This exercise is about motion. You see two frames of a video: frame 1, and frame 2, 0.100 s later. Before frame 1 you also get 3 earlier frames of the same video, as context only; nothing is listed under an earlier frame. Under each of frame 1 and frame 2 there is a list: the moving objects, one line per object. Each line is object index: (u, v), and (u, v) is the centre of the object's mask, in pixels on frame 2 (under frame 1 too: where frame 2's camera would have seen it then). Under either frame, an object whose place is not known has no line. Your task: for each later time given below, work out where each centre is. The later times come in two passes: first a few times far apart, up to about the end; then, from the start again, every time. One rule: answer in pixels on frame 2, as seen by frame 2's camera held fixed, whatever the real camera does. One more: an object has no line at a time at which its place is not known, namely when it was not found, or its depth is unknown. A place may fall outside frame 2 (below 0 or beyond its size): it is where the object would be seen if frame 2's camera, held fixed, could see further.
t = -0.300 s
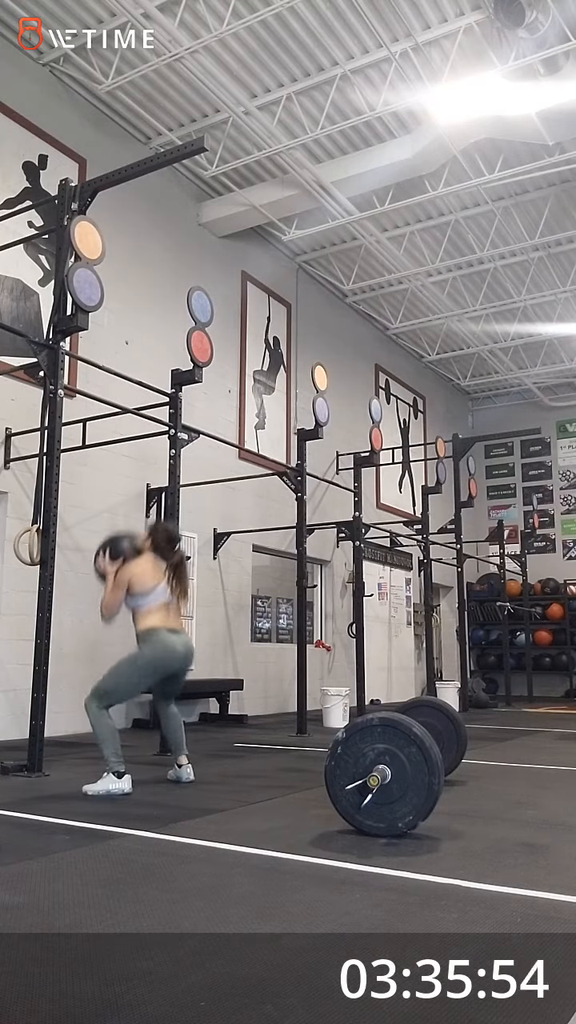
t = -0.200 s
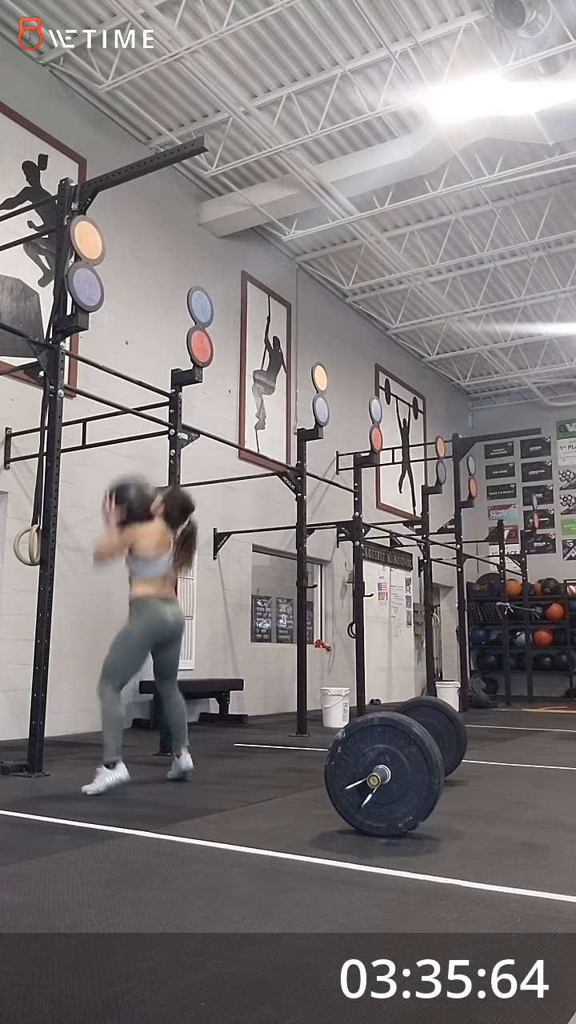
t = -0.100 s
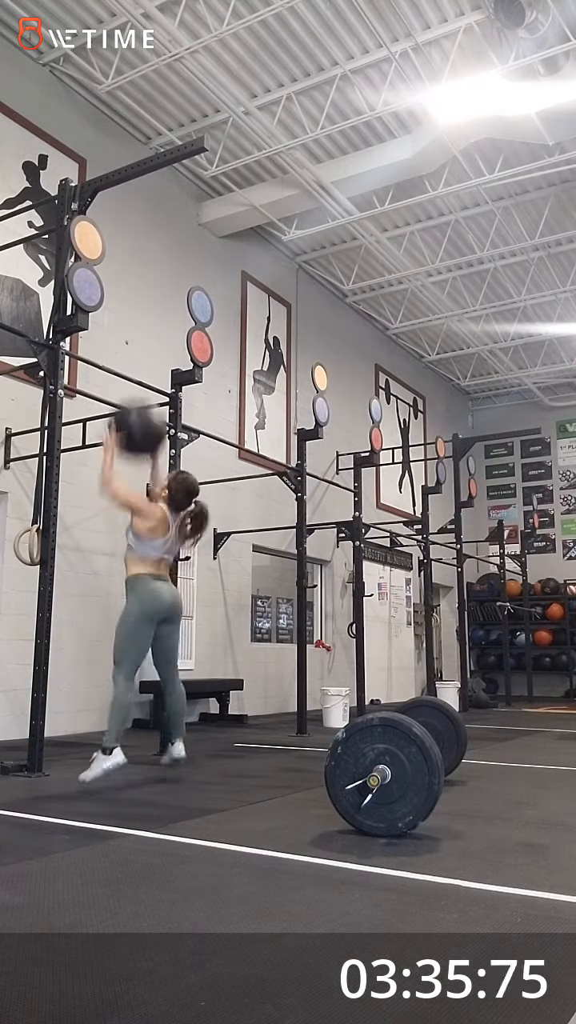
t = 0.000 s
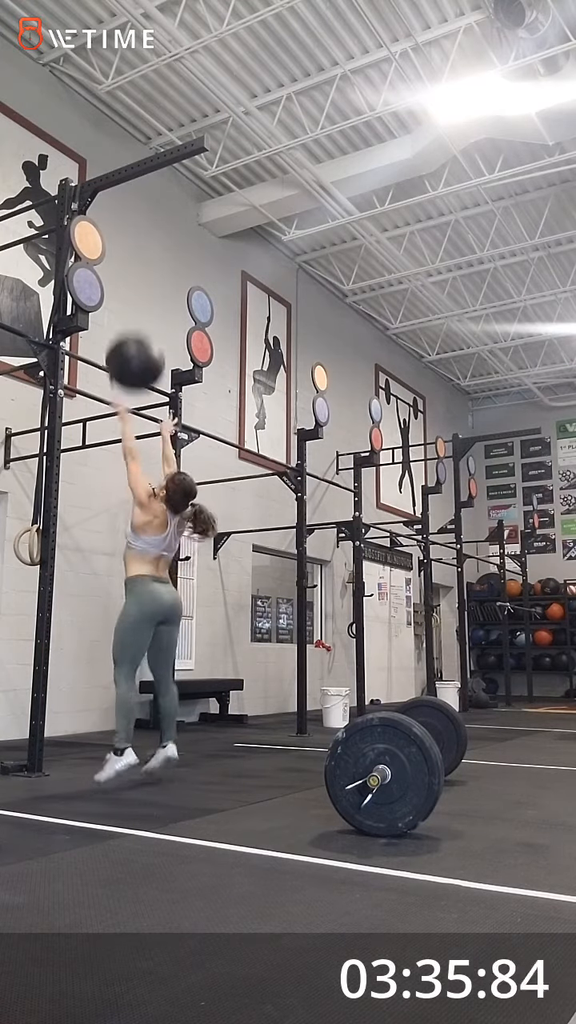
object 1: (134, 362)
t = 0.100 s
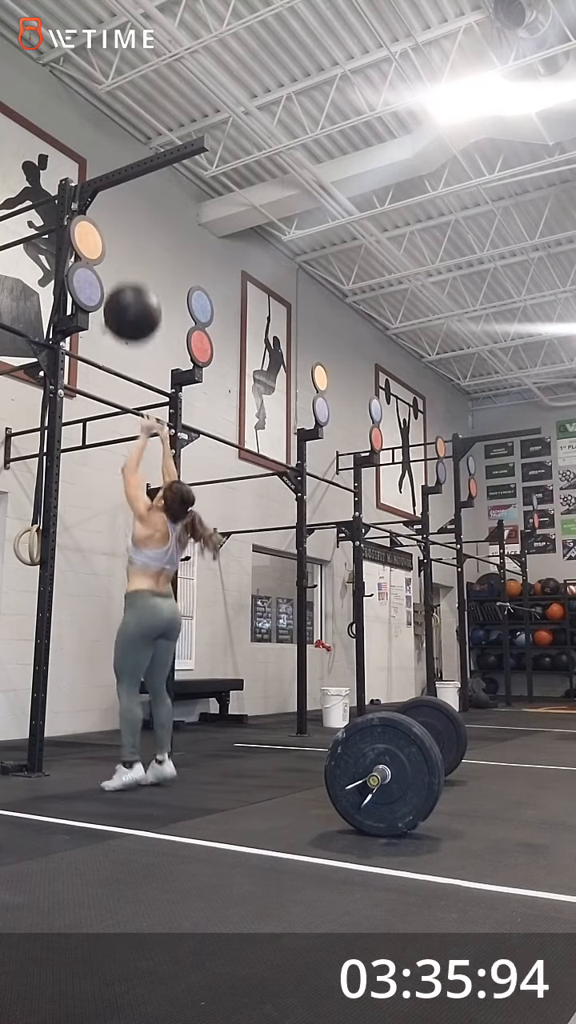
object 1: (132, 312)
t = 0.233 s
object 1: (127, 272)
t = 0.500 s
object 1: (118, 272)
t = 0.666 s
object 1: (118, 320)
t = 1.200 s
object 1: (107, 748)
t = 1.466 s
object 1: (142, 713)
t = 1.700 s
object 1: (162, 746)
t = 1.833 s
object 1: (164, 748)
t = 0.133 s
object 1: (131, 300)
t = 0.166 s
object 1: (130, 288)
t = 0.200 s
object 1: (129, 279)
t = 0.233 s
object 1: (127, 272)
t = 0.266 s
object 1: (127, 266)
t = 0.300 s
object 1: (125, 262)
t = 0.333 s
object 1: (124, 260)
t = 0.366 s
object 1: (123, 259)
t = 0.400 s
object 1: (122, 260)
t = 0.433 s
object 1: (121, 262)
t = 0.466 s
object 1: (119, 266)
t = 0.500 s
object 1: (118, 272)
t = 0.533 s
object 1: (116, 280)
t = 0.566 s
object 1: (116, 288)
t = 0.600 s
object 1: (117, 295)
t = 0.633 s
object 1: (118, 307)
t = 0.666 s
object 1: (118, 320)
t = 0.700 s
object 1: (118, 335)
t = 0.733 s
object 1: (118, 352)
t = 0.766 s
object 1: (118, 369)
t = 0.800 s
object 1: (117, 391)
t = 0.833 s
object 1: (116, 413)
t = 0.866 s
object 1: (116, 438)
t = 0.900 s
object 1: (115, 463)
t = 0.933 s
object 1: (112, 490)
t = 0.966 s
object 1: (111, 519)
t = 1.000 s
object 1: (110, 551)
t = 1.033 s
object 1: (108, 584)
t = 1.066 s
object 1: (106, 622)
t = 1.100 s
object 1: (105, 661)
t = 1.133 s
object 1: (103, 713)
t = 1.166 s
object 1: (101, 757)
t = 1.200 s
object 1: (107, 748)
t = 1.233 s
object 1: (112, 736)
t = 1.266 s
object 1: (116, 727)
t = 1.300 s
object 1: (121, 721)
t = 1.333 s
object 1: (125, 715)
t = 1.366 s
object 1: (130, 712)
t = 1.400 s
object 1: (134, 710)
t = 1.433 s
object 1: (138, 710)
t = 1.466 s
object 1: (142, 713)
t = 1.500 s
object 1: (145, 716)
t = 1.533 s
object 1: (150, 724)
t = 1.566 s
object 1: (154, 733)
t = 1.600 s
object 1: (158, 743)
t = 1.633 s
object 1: (161, 751)
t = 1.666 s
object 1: (162, 748)
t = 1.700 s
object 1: (162, 746)
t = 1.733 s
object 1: (163, 746)
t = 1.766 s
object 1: (164, 747)
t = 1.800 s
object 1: (164, 748)
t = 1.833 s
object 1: (164, 748)
